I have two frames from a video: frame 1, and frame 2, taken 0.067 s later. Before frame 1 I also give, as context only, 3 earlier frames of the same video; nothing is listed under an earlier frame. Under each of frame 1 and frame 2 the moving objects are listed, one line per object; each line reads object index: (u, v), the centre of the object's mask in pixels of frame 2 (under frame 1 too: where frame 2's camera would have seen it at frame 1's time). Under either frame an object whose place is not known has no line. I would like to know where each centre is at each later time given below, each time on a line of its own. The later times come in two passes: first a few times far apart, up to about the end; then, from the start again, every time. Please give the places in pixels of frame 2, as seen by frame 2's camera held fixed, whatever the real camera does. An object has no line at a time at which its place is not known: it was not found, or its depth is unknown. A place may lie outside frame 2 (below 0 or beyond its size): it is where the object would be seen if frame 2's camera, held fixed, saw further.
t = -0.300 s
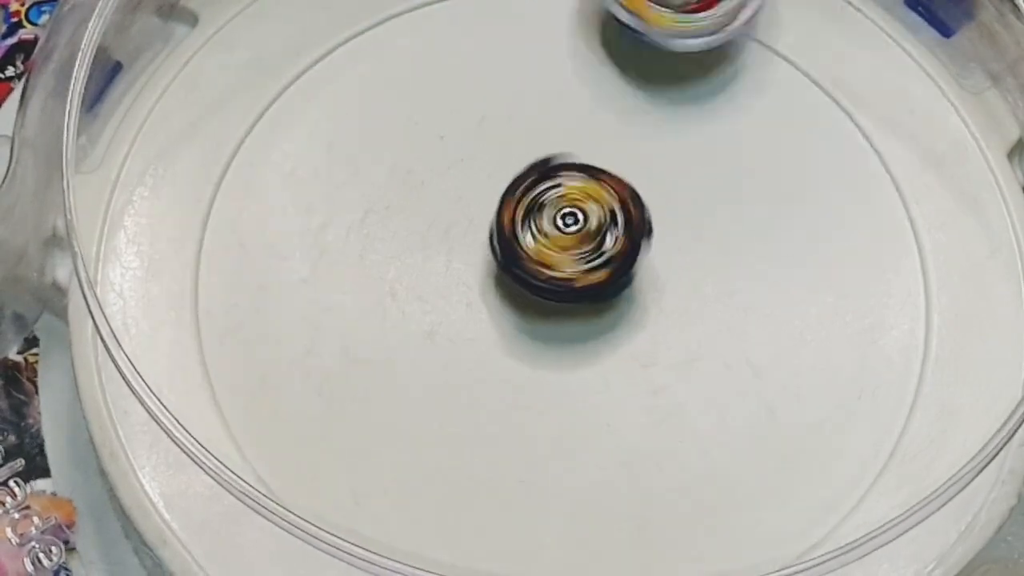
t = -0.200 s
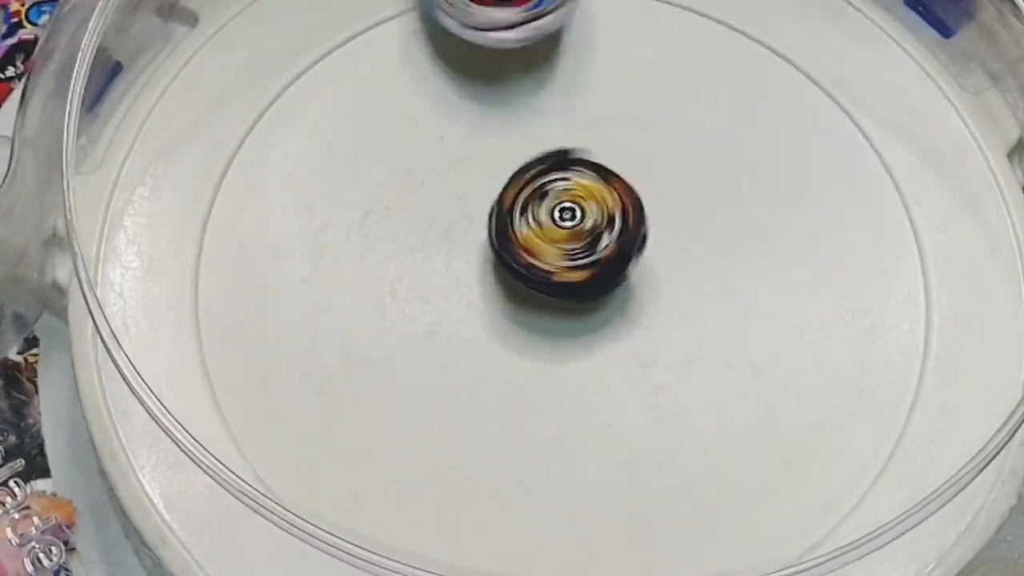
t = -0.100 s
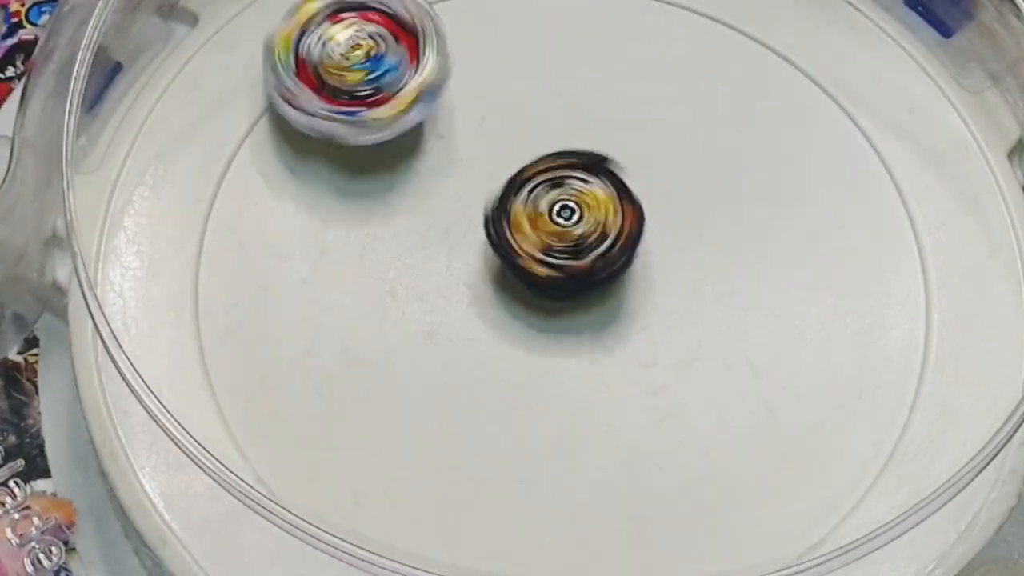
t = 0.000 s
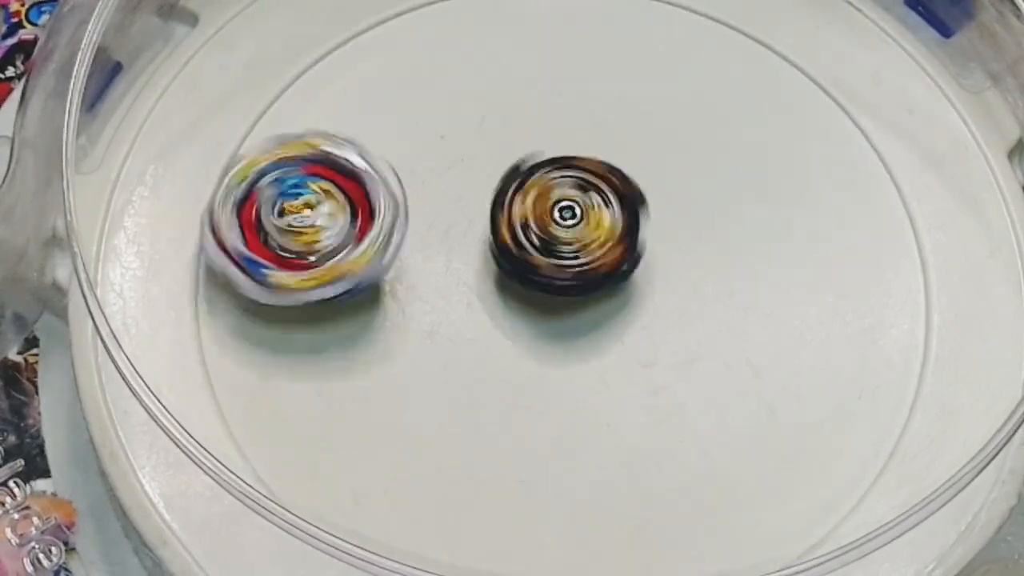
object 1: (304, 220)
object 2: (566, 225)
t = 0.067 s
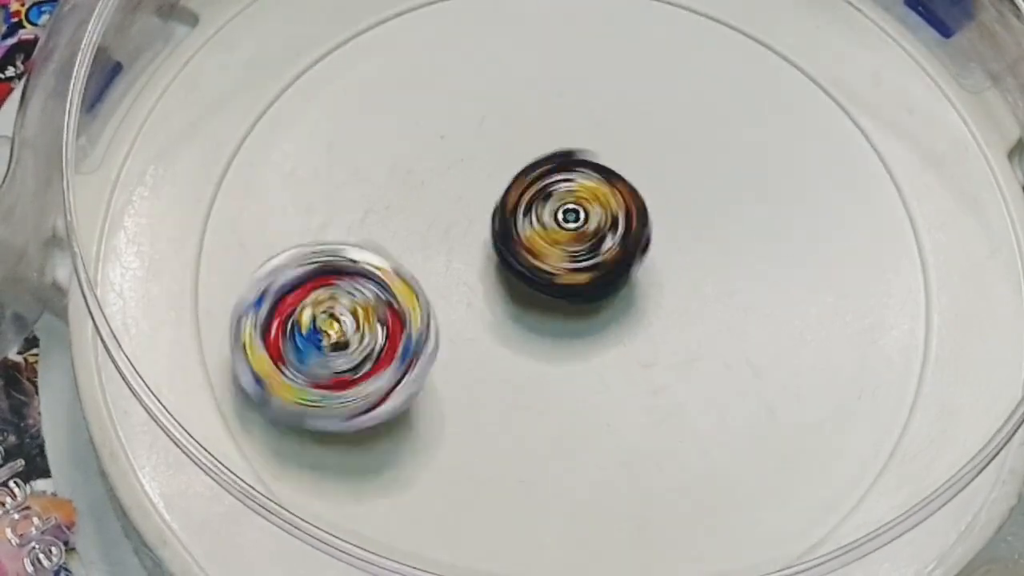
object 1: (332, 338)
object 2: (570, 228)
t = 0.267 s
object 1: (688, 492)
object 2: (572, 229)
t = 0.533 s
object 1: (898, 150)
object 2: (561, 236)
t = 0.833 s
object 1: (440, 73)
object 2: (541, 240)
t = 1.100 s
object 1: (384, 446)
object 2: (531, 242)
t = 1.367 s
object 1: (839, 424)
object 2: (527, 242)
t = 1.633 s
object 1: (669, 85)
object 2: (542, 248)
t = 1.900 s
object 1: (309, 196)
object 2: (555, 257)
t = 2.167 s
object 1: (493, 484)
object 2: (552, 287)
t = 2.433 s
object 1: (738, 239)
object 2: (551, 299)
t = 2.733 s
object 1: (431, 92)
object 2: (561, 279)
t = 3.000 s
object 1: (379, 337)
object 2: (577, 281)
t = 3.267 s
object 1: (689, 403)
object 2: (639, 231)
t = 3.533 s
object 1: (790, 163)
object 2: (585, 143)
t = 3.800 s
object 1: (601, 74)
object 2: (384, 171)
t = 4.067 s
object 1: (560, 140)
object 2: (220, 190)
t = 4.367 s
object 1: (560, 147)
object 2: (214, 188)
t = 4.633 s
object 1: (561, 154)
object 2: (208, 188)
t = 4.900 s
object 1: (561, 160)
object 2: (211, 189)
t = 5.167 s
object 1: (563, 168)
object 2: (215, 190)
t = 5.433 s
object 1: (565, 175)
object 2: (220, 192)
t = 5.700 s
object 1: (568, 181)
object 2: (225, 193)
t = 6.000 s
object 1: (571, 188)
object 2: (233, 196)
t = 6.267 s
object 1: (573, 194)
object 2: (238, 197)
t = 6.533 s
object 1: (578, 202)
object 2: (244, 199)
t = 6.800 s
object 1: (581, 208)
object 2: (250, 197)
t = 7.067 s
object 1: (587, 214)
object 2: (256, 199)
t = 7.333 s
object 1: (591, 220)
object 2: (262, 197)
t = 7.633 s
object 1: (597, 225)
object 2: (269, 198)
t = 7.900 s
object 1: (602, 231)
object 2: (276, 196)
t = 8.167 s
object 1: (608, 236)
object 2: (282, 198)
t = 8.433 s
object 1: (617, 240)
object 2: (290, 197)
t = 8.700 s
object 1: (623, 244)
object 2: (295, 199)
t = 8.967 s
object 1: (629, 247)
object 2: (303, 198)
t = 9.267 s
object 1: (637, 252)
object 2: (309, 200)
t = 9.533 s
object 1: (644, 255)
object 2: (316, 200)
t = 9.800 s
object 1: (654, 258)
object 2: (321, 201)
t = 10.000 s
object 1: (658, 259)
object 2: (327, 202)
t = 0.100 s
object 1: (372, 388)
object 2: (570, 227)
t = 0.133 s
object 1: (422, 433)
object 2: (574, 228)
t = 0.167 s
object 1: (482, 468)
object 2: (572, 230)
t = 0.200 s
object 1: (549, 487)
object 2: (573, 229)
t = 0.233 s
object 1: (618, 492)
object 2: (572, 230)
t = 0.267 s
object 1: (688, 492)
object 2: (572, 229)
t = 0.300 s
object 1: (757, 479)
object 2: (572, 230)
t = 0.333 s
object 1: (816, 449)
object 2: (570, 229)
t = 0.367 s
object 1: (869, 408)
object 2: (571, 229)
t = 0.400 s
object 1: (908, 361)
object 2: (567, 230)
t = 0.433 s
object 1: (926, 310)
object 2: (567, 230)
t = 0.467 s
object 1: (930, 256)
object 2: (564, 233)
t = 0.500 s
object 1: (918, 201)
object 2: (563, 233)
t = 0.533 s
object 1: (898, 150)
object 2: (561, 236)
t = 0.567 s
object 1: (863, 105)
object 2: (559, 234)
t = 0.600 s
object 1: (819, 73)
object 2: (558, 238)
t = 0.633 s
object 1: (770, 54)
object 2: (554, 237)
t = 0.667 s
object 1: (714, 46)
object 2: (554, 240)
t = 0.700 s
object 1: (660, 39)
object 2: (550, 239)
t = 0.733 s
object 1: (595, 40)
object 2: (550, 241)
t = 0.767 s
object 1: (541, 45)
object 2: (546, 241)
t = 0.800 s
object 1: (487, 56)
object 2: (546, 242)
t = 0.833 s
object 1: (440, 73)
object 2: (541, 240)
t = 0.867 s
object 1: (397, 105)
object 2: (542, 240)
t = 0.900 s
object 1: (359, 147)
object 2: (538, 240)
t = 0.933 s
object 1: (335, 193)
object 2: (538, 241)
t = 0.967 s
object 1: (320, 244)
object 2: (534, 241)
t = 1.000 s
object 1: (316, 295)
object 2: (534, 243)
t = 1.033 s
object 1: (321, 349)
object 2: (532, 242)
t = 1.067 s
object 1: (345, 401)
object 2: (531, 244)
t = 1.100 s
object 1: (384, 446)
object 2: (531, 242)
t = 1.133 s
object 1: (435, 482)
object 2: (529, 243)
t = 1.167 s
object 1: (486, 500)
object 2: (529, 240)
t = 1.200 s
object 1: (551, 513)
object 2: (527, 241)
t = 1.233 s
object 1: (619, 513)
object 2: (528, 240)
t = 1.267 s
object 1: (688, 509)
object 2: (526, 240)
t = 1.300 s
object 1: (742, 494)
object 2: (528, 240)
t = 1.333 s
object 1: (797, 467)
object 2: (526, 240)
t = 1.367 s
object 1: (839, 424)
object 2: (527, 242)
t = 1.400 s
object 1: (856, 371)
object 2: (528, 242)
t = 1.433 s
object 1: (865, 319)
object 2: (529, 244)
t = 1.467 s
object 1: (859, 266)
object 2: (533, 245)
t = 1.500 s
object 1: (838, 213)
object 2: (533, 246)
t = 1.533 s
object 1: (806, 173)
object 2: (537, 248)
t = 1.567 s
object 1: (768, 137)
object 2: (538, 247)
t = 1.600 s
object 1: (724, 106)
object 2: (539, 248)
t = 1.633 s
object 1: (669, 85)
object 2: (542, 248)
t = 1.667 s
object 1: (619, 72)
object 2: (541, 249)
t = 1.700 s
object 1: (567, 69)
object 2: (545, 251)
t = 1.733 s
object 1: (510, 70)
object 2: (545, 249)
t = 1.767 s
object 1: (461, 80)
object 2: (546, 251)
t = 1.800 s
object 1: (416, 99)
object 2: (550, 252)
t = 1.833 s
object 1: (373, 122)
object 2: (549, 253)
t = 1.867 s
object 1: (337, 157)
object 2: (552, 256)
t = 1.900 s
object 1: (309, 196)
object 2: (555, 257)
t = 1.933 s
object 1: (293, 235)
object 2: (555, 259)
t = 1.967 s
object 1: (284, 282)
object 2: (556, 263)
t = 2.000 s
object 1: (291, 328)
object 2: (557, 264)
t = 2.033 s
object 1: (312, 368)
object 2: (555, 268)
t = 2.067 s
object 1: (341, 412)
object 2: (556, 273)
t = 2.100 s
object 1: (386, 445)
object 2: (555, 276)
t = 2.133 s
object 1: (438, 468)
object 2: (552, 282)
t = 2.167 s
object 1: (493, 484)
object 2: (552, 287)
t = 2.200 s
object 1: (551, 483)
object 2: (550, 290)
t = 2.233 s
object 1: (605, 471)
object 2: (548, 294)
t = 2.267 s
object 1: (658, 452)
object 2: (549, 297)
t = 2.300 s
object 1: (699, 417)
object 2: (549, 298)
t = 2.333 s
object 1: (722, 374)
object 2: (548, 300)
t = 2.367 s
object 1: (741, 331)
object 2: (549, 301)
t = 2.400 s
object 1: (748, 283)
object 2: (551, 300)
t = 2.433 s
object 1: (738, 239)
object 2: (551, 299)
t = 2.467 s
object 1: (723, 198)
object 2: (551, 299)
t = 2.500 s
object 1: (698, 158)
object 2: (554, 295)
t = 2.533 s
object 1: (667, 130)
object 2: (553, 291)
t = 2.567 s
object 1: (631, 105)
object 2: (552, 289)
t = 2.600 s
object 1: (586, 85)
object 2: (554, 287)
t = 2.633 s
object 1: (546, 77)
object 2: (557, 283)
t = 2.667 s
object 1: (507, 74)
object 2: (557, 281)
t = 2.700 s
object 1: (465, 79)
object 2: (558, 280)
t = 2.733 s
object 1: (431, 92)
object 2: (561, 279)
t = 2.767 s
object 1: (396, 108)
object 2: (562, 277)
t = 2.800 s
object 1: (369, 132)
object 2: (562, 275)
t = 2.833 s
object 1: (349, 160)
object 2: (564, 277)
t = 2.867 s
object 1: (331, 194)
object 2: (566, 277)
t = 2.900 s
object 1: (330, 230)
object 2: (569, 277)
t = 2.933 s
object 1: (334, 267)
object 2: (570, 278)
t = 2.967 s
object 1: (351, 306)
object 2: (572, 280)
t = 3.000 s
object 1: (379, 337)
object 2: (577, 281)
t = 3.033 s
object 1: (412, 365)
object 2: (581, 281)
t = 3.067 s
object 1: (450, 385)
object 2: (587, 277)
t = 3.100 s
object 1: (483, 415)
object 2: (598, 261)
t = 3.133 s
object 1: (526, 434)
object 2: (608, 248)
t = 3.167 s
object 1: (572, 441)
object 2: (619, 241)
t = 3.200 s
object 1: (612, 440)
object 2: (628, 236)
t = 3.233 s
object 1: (653, 428)
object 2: (635, 233)
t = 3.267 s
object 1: (689, 403)
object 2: (639, 231)
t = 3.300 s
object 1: (722, 375)
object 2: (642, 232)
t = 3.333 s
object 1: (768, 358)
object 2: (622, 212)
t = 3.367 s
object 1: (798, 333)
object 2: (606, 191)
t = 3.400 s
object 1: (817, 305)
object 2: (596, 176)
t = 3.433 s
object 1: (826, 270)
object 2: (590, 164)
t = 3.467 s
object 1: (826, 233)
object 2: (586, 156)
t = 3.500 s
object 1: (812, 197)
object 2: (585, 148)
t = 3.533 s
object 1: (790, 163)
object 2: (585, 143)
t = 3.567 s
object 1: (764, 136)
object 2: (586, 139)
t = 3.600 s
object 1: (755, 113)
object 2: (552, 143)
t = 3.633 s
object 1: (735, 94)
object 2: (522, 144)
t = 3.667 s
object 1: (704, 80)
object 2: (498, 145)
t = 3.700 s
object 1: (671, 72)
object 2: (479, 146)
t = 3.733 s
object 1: (634, 72)
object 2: (465, 146)
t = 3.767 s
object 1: (607, 76)
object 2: (439, 152)
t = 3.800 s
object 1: (601, 74)
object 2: (384, 171)
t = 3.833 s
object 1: (589, 78)
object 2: (337, 180)
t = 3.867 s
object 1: (576, 88)
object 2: (295, 190)
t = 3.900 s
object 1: (565, 109)
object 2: (259, 195)
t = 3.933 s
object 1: (560, 133)
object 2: (229, 192)
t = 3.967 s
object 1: (560, 138)
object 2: (222, 190)
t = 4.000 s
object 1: (560, 139)
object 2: (222, 191)
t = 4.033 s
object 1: (560, 140)
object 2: (221, 190)
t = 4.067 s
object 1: (560, 140)
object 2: (220, 190)
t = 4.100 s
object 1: (559, 141)
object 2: (219, 190)
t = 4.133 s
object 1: (558, 142)
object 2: (219, 190)
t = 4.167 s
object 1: (558, 143)
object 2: (218, 190)
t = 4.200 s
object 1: (558, 143)
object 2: (217, 190)
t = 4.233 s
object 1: (559, 144)
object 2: (216, 189)
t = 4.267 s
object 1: (559, 144)
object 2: (216, 189)
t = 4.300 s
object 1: (560, 145)
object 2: (215, 188)
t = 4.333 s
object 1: (560, 146)
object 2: (214, 188)
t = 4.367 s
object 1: (560, 147)
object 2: (214, 188)
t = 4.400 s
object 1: (561, 148)
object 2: (213, 188)
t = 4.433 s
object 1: (560, 149)
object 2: (212, 188)
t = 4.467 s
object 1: (560, 151)
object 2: (211, 188)
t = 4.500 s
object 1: (560, 151)
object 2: (210, 188)
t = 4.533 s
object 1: (559, 152)
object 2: (210, 188)
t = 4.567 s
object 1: (560, 152)
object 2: (209, 188)
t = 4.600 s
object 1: (561, 153)
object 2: (209, 188)
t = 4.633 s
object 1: (561, 154)
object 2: (208, 188)
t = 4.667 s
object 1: (561, 155)
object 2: (208, 188)
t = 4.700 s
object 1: (561, 156)
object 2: (208, 189)
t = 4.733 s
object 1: (561, 157)
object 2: (208, 188)
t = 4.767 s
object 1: (561, 158)
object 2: (209, 188)
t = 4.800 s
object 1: (560, 159)
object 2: (209, 189)
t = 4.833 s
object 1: (560, 159)
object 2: (209, 188)
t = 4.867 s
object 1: (560, 160)
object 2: (210, 189)
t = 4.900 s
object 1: (561, 160)
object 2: (211, 189)
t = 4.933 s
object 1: (562, 161)
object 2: (211, 189)
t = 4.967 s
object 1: (563, 162)
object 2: (212, 189)
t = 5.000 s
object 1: (563, 162)
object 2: (212, 189)
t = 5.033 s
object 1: (563, 164)
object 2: (213, 189)
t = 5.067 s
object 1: (564, 165)
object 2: (213, 189)
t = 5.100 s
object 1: (563, 166)
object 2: (214, 189)
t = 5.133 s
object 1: (563, 167)
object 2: (215, 189)
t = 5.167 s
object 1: (563, 168)
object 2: (215, 190)
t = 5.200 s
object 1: (563, 168)
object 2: (215, 189)
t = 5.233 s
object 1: (562, 169)
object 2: (215, 190)
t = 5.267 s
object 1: (564, 170)
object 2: (216, 191)
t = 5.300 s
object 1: (564, 170)
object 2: (217, 191)
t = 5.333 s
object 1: (565, 172)
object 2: (218, 192)
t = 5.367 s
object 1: (565, 173)
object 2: (219, 192)
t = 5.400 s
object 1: (565, 174)
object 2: (220, 192)
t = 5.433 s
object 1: (565, 175)
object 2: (220, 192)
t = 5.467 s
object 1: (564, 176)
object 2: (222, 192)
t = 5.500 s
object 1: (564, 177)
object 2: (223, 193)
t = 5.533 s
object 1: (565, 177)
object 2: (223, 192)
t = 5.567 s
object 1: (565, 177)
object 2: (224, 193)
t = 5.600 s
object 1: (566, 178)
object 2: (224, 192)
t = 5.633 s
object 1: (567, 178)
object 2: (225, 193)
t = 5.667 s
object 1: (568, 180)
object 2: (225, 193)
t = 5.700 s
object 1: (568, 181)
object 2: (225, 193)
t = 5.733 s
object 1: (568, 182)
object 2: (226, 194)
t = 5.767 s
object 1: (569, 183)
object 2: (226, 194)
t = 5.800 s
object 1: (569, 184)
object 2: (227, 195)
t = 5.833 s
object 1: (569, 185)
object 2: (228, 195)
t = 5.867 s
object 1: (569, 185)
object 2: (229, 196)
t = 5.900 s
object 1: (568, 187)
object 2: (230, 196)
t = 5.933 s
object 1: (570, 187)
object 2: (231, 197)
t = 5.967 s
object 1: (570, 188)
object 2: (232, 196)
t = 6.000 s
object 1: (571, 188)
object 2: (233, 196)
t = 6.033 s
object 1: (571, 190)
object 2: (234, 196)
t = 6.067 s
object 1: (572, 191)
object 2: (235, 197)
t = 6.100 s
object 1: (572, 192)
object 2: (235, 196)
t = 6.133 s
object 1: (571, 193)
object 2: (236, 196)
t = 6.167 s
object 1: (571, 193)
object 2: (236, 196)
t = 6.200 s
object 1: (572, 194)
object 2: (236, 196)
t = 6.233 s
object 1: (572, 194)
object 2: (237, 196)
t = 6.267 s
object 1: (573, 194)
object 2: (238, 197)
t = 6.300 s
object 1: (574, 195)
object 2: (238, 197)
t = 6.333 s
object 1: (575, 196)
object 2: (238, 197)
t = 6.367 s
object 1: (576, 198)
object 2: (239, 198)
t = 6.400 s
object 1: (576, 199)
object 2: (240, 198)
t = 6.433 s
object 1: (577, 200)
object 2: (241, 198)
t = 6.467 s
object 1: (577, 201)
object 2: (242, 199)
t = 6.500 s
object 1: (576, 202)
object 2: (243, 199)
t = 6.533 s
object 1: (578, 202)
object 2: (244, 199)
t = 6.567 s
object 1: (577, 203)
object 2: (245, 198)
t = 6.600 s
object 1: (577, 203)
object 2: (246, 198)
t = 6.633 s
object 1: (579, 204)
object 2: (247, 198)
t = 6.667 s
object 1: (579, 205)
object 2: (248, 198)
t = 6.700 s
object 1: (580, 206)
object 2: (248, 197)
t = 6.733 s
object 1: (580, 207)
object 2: (249, 197)
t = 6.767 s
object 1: (581, 207)
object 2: (249, 197)
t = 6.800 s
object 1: (581, 208)
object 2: (250, 197)
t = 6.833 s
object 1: (581, 209)
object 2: (250, 197)
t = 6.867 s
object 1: (581, 210)
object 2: (251, 198)
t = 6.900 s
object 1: (582, 210)
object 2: (251, 198)
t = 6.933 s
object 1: (583, 210)
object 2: (252, 198)
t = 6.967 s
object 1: (584, 210)
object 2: (253, 198)
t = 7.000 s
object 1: (585, 212)
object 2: (254, 198)
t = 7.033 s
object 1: (587, 213)
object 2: (255, 199)
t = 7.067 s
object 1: (587, 214)
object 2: (256, 199)
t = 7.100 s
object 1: (588, 215)
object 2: (257, 199)
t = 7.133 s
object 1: (588, 216)
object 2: (258, 198)
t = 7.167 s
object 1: (588, 217)
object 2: (259, 198)
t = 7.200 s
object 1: (589, 217)
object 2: (260, 198)
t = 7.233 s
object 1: (588, 218)
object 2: (261, 198)
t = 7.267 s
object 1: (589, 218)
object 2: (262, 198)
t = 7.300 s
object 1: (590, 219)
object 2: (262, 197)
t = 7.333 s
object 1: (591, 220)
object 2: (262, 197)
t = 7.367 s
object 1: (592, 221)
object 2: (263, 197)
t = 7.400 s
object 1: (592, 221)
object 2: (264, 197)
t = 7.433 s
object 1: (594, 222)
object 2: (264, 197)
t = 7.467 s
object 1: (593, 223)
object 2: (264, 198)
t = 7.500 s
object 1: (593, 223)
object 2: (265, 197)
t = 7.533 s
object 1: (594, 224)
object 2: (266, 198)
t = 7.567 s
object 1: (595, 224)
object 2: (267, 198)
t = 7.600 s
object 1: (596, 225)
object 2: (269, 198)
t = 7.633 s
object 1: (597, 225)
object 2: (269, 198)
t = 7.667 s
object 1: (598, 225)
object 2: (270, 199)
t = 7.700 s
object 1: (600, 227)
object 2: (272, 198)
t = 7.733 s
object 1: (600, 227)
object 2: (273, 198)
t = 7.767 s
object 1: (601, 229)
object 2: (274, 197)
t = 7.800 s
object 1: (602, 229)
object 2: (274, 198)
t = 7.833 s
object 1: (602, 230)
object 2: (275, 197)
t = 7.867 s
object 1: (602, 231)
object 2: (275, 197)
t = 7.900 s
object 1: (602, 231)
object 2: (276, 196)
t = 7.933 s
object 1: (603, 231)
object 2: (277, 196)
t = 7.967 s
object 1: (603, 232)
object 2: (278, 196)
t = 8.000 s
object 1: (605, 232)
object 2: (277, 197)
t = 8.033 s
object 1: (606, 233)
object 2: (278, 197)
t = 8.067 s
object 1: (607, 234)
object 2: (279, 197)
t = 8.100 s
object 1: (608, 235)
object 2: (280, 197)
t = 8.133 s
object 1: (609, 236)
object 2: (281, 198)
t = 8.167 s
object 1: (608, 236)
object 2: (282, 198)
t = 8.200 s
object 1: (609, 236)
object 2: (283, 198)
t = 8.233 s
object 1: (610, 237)
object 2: (284, 199)
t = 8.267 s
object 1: (610, 237)
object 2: (285, 198)
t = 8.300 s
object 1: (613, 237)
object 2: (287, 198)
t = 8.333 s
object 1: (614, 237)
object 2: (288, 198)
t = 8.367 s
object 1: (615, 239)
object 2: (289, 197)
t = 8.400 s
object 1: (616, 240)
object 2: (289, 198)
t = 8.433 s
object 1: (617, 240)
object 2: (290, 197)
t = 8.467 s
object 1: (618, 241)
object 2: (290, 197)
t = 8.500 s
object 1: (618, 242)
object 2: (291, 197)
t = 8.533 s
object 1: (618, 243)
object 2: (292, 197)
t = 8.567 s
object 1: (619, 243)
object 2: (292, 197)
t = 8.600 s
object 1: (619, 243)
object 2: (293, 197)
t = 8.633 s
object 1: (620, 244)
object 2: (293, 197)
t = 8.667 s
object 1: (621, 244)
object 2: (294, 198)
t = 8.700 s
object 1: (623, 244)
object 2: (295, 199)
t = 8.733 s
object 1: (623, 246)
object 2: (296, 198)
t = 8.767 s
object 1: (625, 246)
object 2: (297, 199)
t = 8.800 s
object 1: (626, 246)
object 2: (298, 200)
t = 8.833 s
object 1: (626, 247)
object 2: (299, 199)
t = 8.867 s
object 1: (626, 247)
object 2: (300, 199)
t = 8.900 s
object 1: (627, 248)
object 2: (302, 199)
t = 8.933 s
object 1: (628, 247)
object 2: (303, 198)
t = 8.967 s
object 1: (629, 247)
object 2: (303, 198)
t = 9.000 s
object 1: (631, 248)
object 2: (304, 198)
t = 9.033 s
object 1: (632, 248)
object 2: (304, 198)
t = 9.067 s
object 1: (633, 249)
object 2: (305, 198)
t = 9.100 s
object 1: (634, 250)
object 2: (305, 198)
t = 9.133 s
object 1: (635, 251)
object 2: (305, 197)
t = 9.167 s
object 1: (636, 251)
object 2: (306, 199)
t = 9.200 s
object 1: (636, 251)
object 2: (307, 199)
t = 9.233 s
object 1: (637, 252)
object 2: (307, 199)
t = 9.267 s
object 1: (637, 252)
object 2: (309, 200)
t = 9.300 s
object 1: (638, 252)
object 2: (310, 199)
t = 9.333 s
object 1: (639, 253)
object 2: (311, 200)
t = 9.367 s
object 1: (640, 253)
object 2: (312, 201)
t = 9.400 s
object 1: (641, 254)
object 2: (312, 201)
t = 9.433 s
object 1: (643, 254)
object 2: (313, 200)
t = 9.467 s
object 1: (644, 255)
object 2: (315, 200)
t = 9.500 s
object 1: (644, 255)
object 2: (316, 200)
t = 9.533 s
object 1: (644, 255)
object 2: (316, 200)
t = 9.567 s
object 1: (645, 255)
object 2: (317, 201)
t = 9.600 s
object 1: (646, 255)
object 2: (317, 200)
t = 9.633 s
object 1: (647, 255)
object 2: (318, 200)
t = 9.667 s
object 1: (648, 255)
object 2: (319, 199)
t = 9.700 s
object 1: (650, 255)
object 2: (320, 200)
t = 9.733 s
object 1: (652, 256)
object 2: (320, 200)
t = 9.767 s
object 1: (653, 257)
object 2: (321, 200)
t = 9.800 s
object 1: (654, 258)
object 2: (321, 201)
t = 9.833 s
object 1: (655, 257)
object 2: (322, 201)
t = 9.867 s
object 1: (655, 258)
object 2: (323, 201)
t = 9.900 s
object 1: (656, 259)
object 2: (324, 201)
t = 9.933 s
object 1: (656, 259)
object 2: (325, 201)
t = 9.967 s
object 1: (656, 259)
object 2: (326, 202)
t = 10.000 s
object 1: (658, 259)
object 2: (327, 202)
